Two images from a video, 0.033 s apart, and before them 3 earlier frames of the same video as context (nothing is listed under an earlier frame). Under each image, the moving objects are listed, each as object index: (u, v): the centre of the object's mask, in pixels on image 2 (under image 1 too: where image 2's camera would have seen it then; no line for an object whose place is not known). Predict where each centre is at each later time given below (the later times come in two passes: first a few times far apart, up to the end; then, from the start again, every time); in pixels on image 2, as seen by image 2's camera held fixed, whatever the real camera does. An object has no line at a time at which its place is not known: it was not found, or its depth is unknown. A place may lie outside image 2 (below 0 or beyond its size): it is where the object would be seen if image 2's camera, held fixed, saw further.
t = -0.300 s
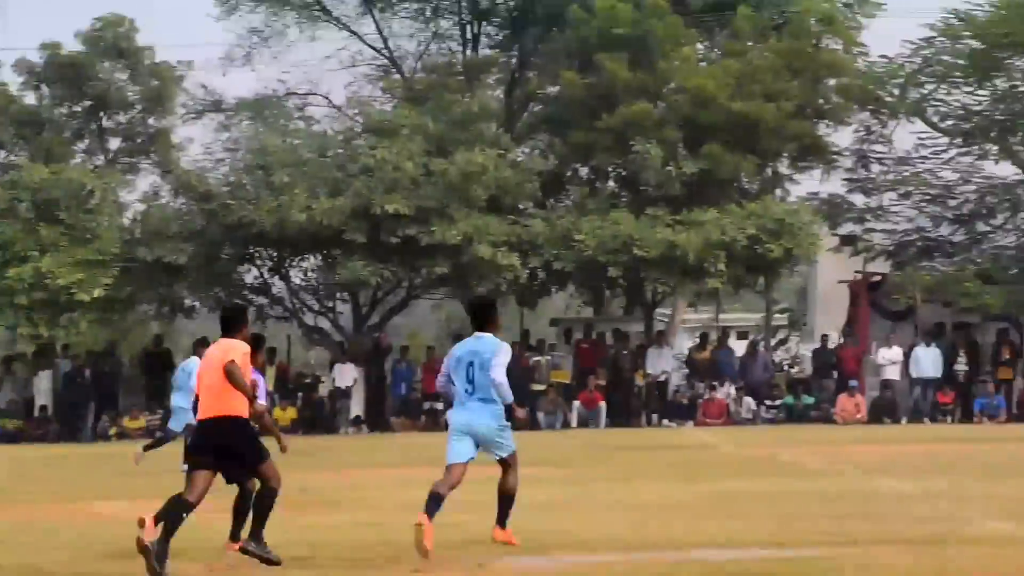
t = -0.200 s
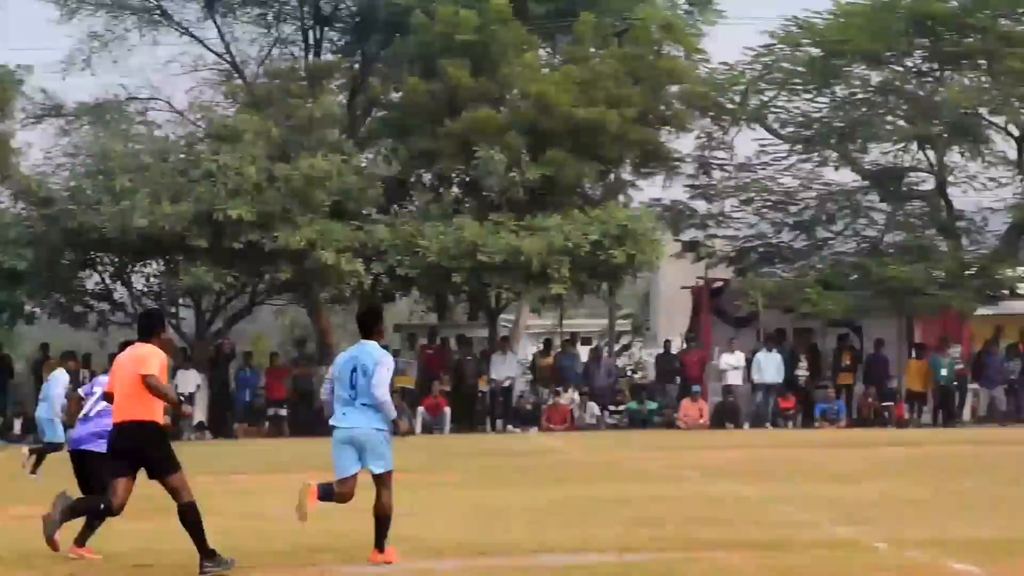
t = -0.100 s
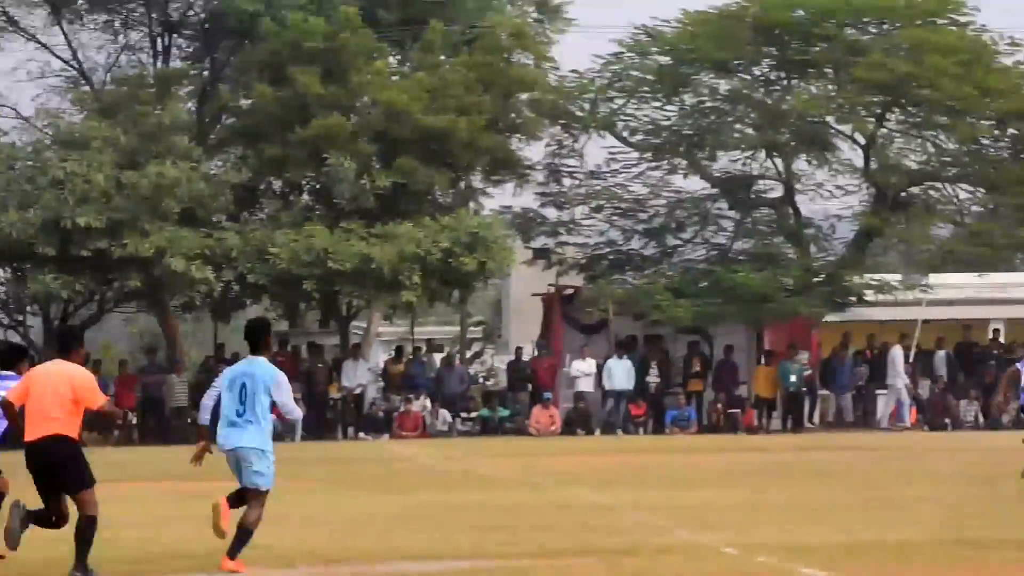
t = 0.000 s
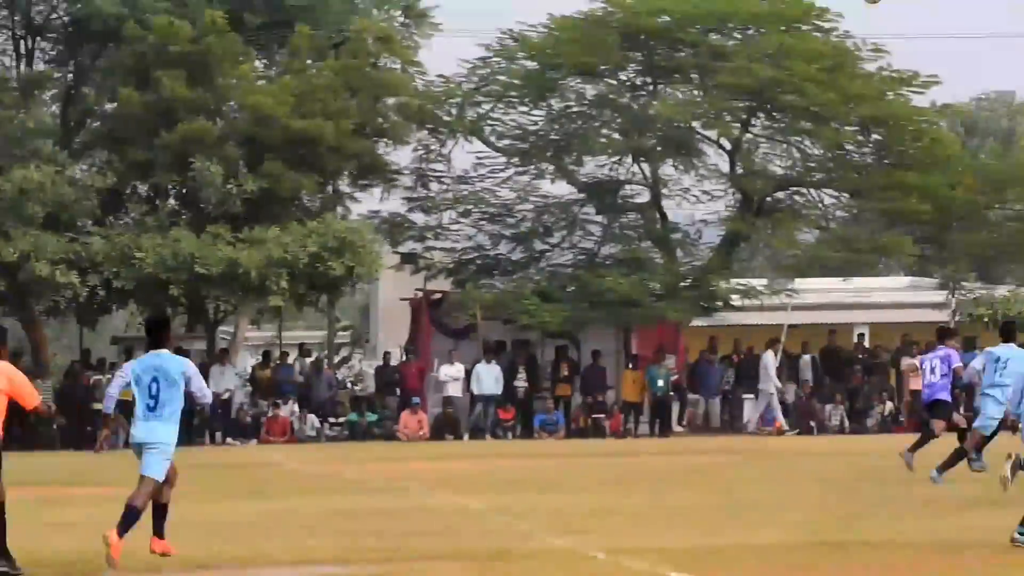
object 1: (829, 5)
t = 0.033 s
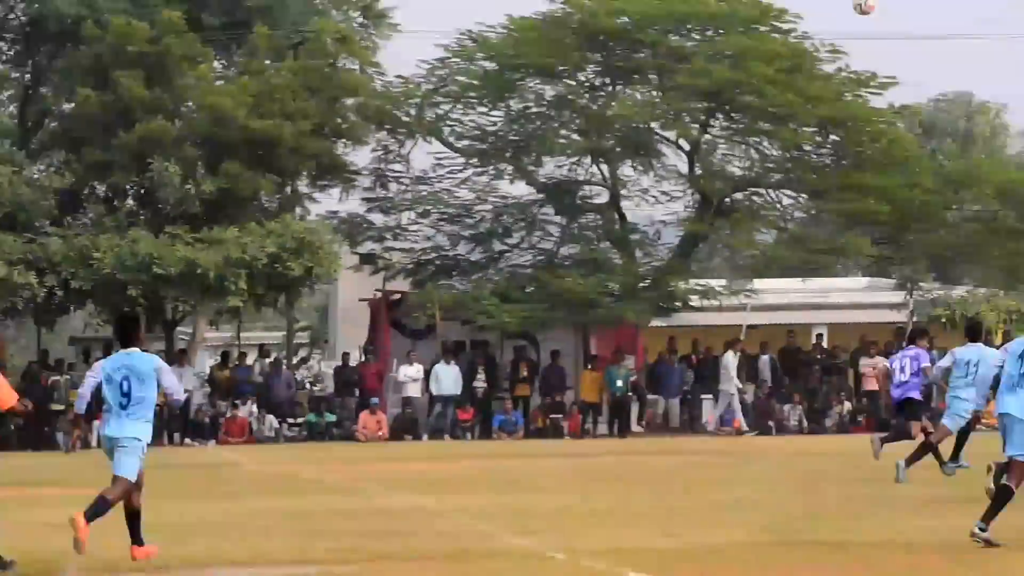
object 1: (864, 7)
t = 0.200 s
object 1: (1030, 56)
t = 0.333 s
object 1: (1159, 111)
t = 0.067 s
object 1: (897, 13)
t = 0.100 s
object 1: (930, 22)
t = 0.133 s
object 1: (964, 33)
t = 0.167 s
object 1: (996, 43)
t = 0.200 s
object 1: (1030, 56)
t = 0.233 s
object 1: (1061, 68)
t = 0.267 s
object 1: (1093, 81)
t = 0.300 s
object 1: (1126, 96)
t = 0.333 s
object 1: (1159, 111)
